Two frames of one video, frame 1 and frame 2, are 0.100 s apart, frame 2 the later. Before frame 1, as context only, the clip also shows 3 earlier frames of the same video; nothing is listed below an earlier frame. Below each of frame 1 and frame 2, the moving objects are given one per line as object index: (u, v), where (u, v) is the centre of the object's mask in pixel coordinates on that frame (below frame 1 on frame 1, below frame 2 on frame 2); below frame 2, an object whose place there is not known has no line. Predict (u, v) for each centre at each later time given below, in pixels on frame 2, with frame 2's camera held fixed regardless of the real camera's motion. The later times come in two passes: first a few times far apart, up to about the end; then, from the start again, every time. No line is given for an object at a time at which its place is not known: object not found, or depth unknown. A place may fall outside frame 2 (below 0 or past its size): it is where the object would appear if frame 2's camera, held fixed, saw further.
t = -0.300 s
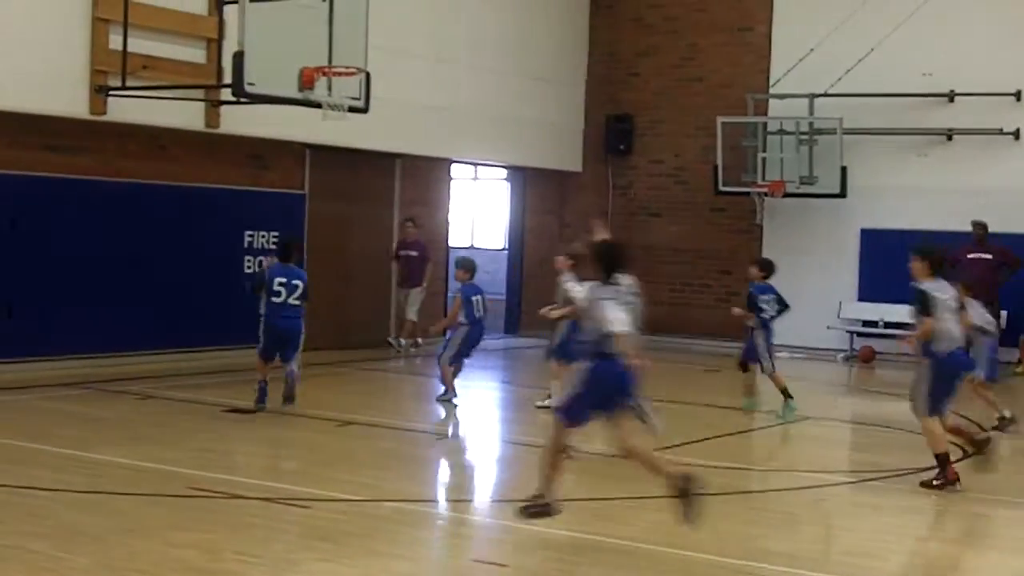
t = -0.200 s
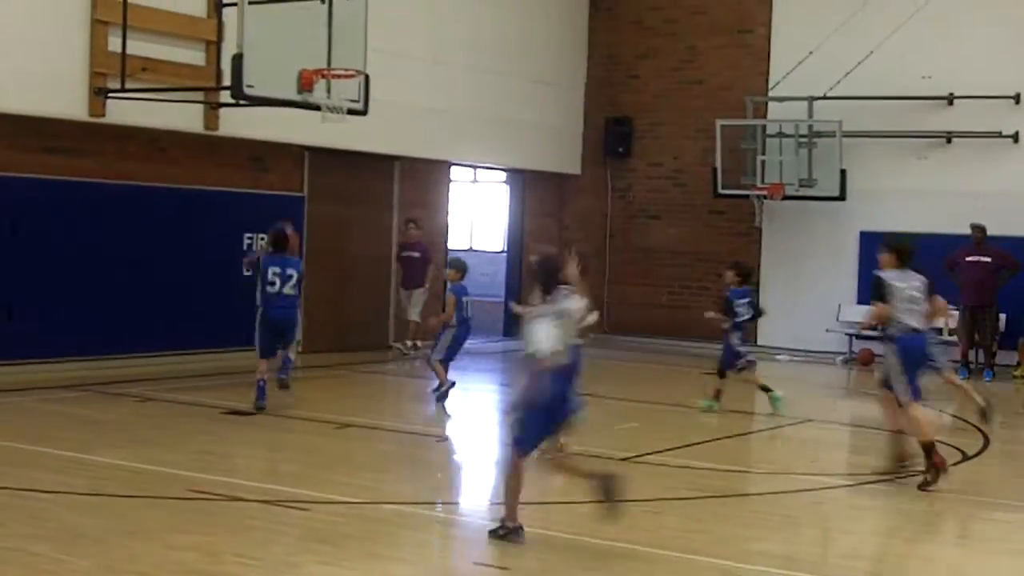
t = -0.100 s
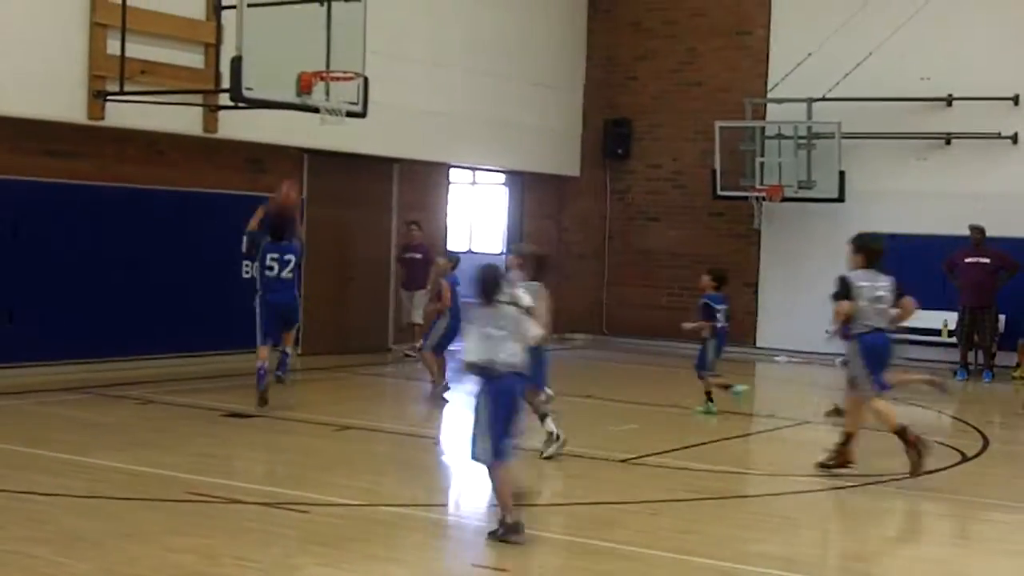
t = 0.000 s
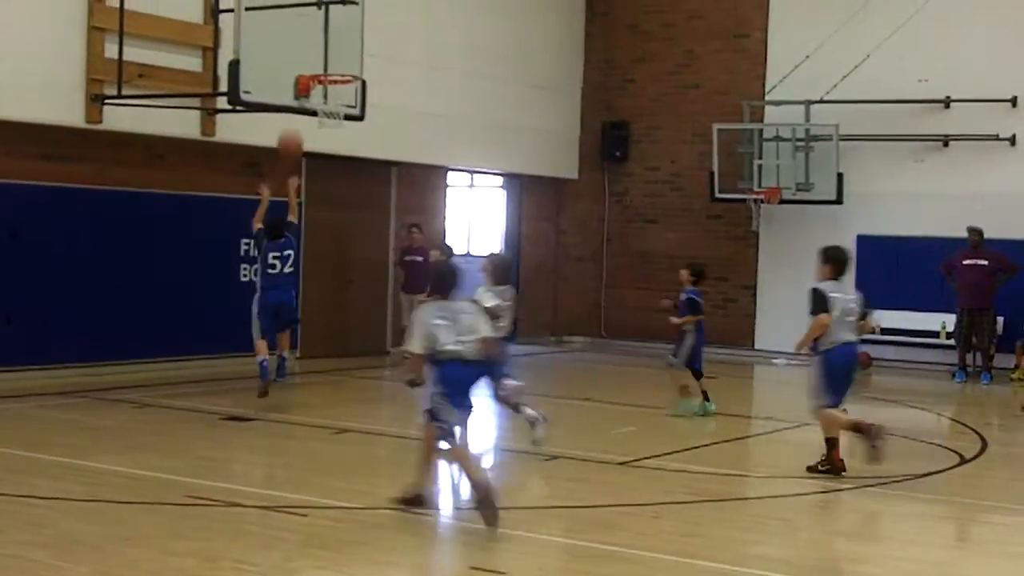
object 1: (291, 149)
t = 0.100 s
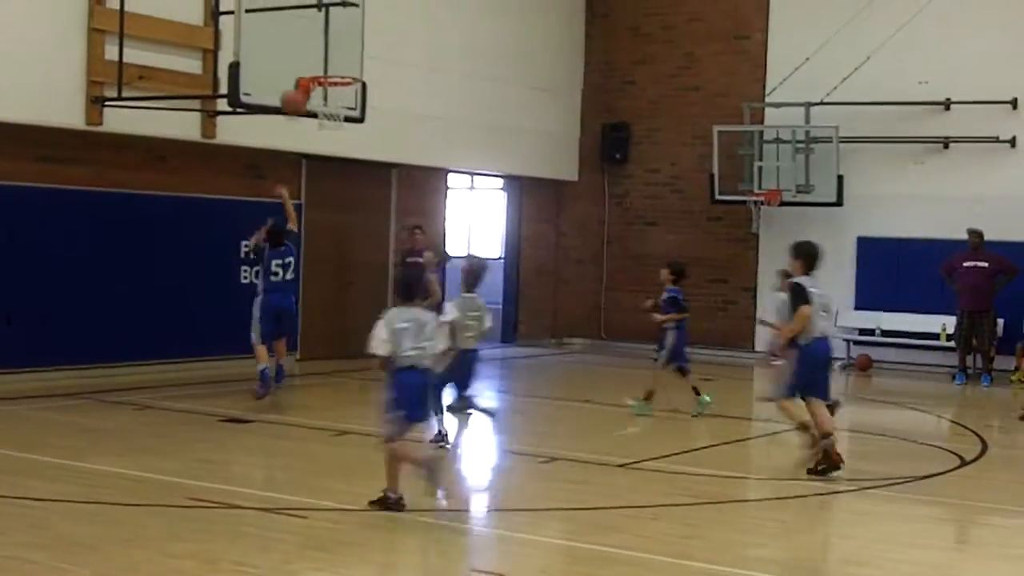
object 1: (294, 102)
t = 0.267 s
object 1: (297, 55)
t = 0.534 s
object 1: (318, 47)
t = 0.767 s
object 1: (338, 87)
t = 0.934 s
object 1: (323, 94)
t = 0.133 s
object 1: (296, 90)
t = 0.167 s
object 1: (294, 79)
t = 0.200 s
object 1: (295, 69)
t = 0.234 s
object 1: (296, 61)
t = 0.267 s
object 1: (297, 55)
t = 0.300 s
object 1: (298, 50)
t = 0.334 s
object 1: (299, 45)
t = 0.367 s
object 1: (299, 42)
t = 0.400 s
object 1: (300, 39)
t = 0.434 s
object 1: (300, 39)
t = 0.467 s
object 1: (306, 40)
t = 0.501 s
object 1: (312, 43)
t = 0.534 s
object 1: (318, 47)
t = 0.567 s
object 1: (325, 52)
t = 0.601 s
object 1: (331, 58)
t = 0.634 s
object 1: (337, 66)
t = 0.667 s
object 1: (343, 73)
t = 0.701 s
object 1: (344, 78)
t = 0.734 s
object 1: (341, 83)
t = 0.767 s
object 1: (338, 87)
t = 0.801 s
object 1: (335, 92)
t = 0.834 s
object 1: (331, 94)
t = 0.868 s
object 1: (328, 95)
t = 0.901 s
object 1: (325, 95)
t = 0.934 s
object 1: (323, 94)
